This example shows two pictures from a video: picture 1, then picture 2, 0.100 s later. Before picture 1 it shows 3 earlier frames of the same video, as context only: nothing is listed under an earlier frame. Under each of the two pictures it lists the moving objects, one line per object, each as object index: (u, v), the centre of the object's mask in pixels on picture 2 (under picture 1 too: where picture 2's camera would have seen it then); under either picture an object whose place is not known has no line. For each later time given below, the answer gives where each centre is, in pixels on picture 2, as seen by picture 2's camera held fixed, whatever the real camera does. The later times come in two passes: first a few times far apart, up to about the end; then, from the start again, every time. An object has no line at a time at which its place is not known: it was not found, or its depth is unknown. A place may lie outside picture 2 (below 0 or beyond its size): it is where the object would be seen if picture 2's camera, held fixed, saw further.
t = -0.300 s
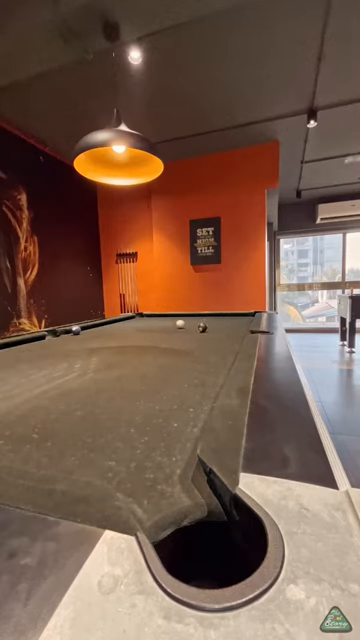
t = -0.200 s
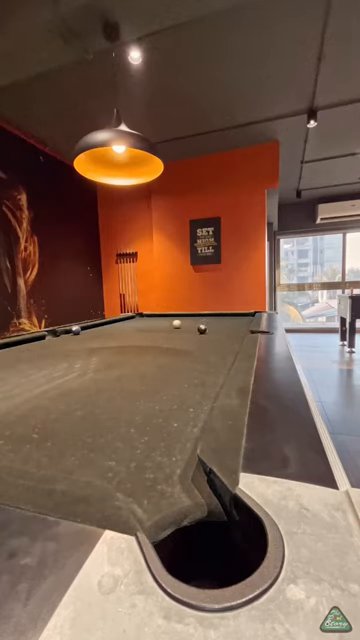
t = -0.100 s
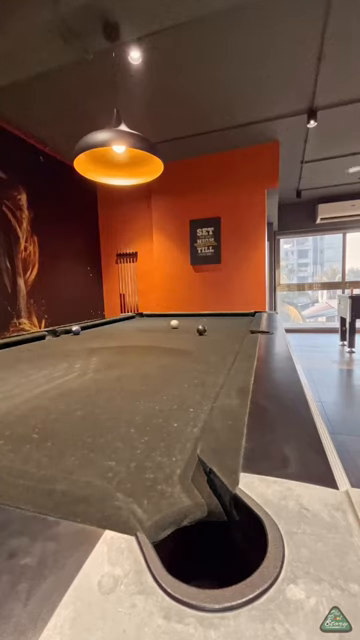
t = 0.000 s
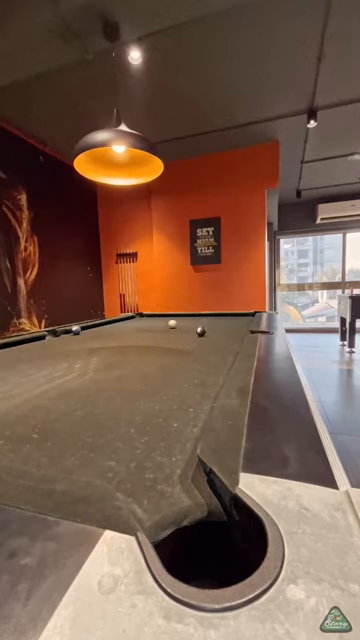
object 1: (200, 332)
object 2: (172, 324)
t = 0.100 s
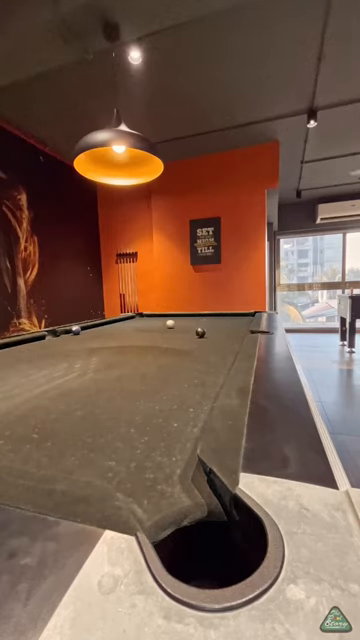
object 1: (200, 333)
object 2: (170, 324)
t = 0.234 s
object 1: (200, 335)
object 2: (167, 324)
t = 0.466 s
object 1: (198, 338)
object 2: (163, 324)
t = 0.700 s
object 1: (197, 342)
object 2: (159, 324)
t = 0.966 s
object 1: (196, 347)
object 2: (155, 324)
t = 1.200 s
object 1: (195, 353)
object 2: (152, 324)
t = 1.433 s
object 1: (194, 360)
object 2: (149, 324)
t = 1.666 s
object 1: (193, 368)
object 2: (147, 324)
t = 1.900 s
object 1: (192, 378)
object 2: (145, 323)
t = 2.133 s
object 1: (191, 390)
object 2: (144, 323)
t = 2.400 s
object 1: (189, 408)
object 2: (142, 323)
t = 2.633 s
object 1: (187, 431)
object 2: (142, 323)
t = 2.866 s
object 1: (171, 457)
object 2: (141, 324)
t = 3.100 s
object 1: (144, 494)
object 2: (141, 324)
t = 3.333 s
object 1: (175, 494)
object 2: (141, 324)
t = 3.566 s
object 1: (202, 521)
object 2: (141, 324)
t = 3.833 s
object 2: (142, 324)
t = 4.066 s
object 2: (142, 324)
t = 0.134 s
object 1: (200, 333)
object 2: (169, 324)
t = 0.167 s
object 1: (200, 334)
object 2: (168, 324)
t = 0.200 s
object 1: (200, 334)
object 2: (168, 324)
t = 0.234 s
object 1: (200, 335)
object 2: (167, 324)
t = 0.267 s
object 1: (199, 335)
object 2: (167, 324)
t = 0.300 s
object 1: (199, 335)
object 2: (166, 324)
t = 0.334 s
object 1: (199, 336)
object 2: (166, 324)
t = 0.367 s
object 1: (198, 336)
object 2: (165, 324)
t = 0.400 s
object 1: (199, 337)
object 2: (164, 324)
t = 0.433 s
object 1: (198, 337)
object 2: (164, 324)
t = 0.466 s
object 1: (198, 338)
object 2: (163, 324)
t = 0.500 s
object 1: (198, 338)
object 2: (163, 324)
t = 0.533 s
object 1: (198, 339)
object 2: (162, 324)
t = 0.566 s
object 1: (198, 339)
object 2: (161, 324)
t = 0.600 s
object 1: (198, 340)
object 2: (161, 324)
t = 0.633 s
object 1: (198, 341)
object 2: (160, 324)
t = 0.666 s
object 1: (198, 341)
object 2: (160, 324)
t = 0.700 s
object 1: (197, 342)
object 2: (159, 324)
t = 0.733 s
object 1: (197, 342)
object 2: (159, 324)
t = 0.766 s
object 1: (197, 343)
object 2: (158, 324)
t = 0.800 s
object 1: (197, 344)
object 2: (157, 324)
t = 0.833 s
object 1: (197, 345)
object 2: (157, 324)
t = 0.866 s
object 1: (197, 345)
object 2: (156, 324)
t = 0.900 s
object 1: (196, 346)
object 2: (156, 324)
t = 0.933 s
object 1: (196, 346)
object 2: (156, 324)
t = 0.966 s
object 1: (196, 347)
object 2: (155, 324)
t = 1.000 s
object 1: (196, 348)
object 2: (155, 324)
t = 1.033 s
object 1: (196, 349)
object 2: (154, 324)
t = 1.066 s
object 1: (196, 350)
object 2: (154, 324)
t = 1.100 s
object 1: (195, 351)
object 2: (153, 324)
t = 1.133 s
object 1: (195, 351)
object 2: (153, 324)
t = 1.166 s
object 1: (195, 352)
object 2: (153, 324)
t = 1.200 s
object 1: (195, 353)
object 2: (152, 324)
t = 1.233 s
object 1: (195, 354)
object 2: (152, 324)
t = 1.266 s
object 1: (195, 355)
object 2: (151, 324)
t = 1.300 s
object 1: (195, 356)
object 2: (151, 324)
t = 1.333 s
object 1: (195, 357)
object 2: (150, 324)
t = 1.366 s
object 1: (195, 358)
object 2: (150, 324)
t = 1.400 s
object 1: (194, 359)
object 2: (150, 324)
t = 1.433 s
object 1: (194, 360)
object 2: (149, 324)
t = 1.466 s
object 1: (194, 361)
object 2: (149, 324)
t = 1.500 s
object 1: (194, 362)
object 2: (149, 324)
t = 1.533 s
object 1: (194, 363)
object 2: (148, 324)
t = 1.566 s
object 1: (193, 364)
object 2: (148, 324)
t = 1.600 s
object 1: (193, 365)
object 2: (148, 323)
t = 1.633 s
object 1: (193, 367)
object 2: (147, 324)
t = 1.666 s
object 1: (193, 368)
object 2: (147, 324)
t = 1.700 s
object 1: (193, 369)
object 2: (147, 323)
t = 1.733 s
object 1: (193, 370)
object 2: (147, 323)
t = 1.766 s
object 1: (193, 371)
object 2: (146, 323)
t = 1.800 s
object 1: (192, 373)
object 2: (146, 324)
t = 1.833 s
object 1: (192, 375)
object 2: (146, 323)
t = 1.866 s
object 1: (192, 376)
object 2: (145, 323)
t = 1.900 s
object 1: (192, 378)
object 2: (145, 323)
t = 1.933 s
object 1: (192, 379)
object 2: (145, 323)
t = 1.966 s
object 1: (192, 380)
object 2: (145, 323)
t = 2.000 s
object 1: (192, 382)
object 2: (144, 323)
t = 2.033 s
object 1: (191, 384)
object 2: (144, 323)
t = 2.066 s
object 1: (191, 386)
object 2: (144, 323)
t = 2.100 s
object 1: (191, 388)
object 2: (144, 323)
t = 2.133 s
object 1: (191, 390)
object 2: (144, 323)
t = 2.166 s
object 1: (191, 391)
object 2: (144, 323)
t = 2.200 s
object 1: (191, 394)
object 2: (143, 323)
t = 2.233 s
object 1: (191, 396)
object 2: (143, 323)
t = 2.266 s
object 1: (190, 398)
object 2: (143, 323)
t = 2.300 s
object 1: (190, 401)
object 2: (143, 323)
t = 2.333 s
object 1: (190, 403)
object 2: (143, 323)
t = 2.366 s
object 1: (190, 406)
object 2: (143, 323)
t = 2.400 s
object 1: (189, 408)
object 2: (142, 323)
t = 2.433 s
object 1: (189, 411)
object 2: (142, 323)
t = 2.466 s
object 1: (189, 414)
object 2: (142, 323)
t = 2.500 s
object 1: (189, 418)
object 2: (142, 323)
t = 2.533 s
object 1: (189, 421)
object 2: (142, 323)
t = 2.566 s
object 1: (189, 425)
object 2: (142, 323)
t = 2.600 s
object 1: (188, 428)
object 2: (142, 323)
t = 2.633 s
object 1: (187, 431)
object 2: (142, 323)
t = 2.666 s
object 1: (187, 435)
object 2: (142, 323)
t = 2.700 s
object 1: (186, 437)
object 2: (142, 323)
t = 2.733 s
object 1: (183, 441)
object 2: (142, 324)
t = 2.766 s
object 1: (180, 446)
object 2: (142, 324)
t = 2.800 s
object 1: (178, 450)
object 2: (142, 324)
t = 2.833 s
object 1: (174, 453)
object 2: (141, 324)
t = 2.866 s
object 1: (171, 457)
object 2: (141, 324)
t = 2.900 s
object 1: (168, 462)
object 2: (141, 324)
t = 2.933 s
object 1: (164, 466)
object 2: (141, 324)
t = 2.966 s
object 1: (160, 471)
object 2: (141, 324)
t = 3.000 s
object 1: (156, 475)
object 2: (141, 324)
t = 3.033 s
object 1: (152, 481)
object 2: (141, 324)
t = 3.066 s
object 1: (147, 486)
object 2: (141, 324)
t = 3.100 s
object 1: (144, 494)
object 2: (141, 324)
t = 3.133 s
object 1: (147, 494)
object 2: (141, 324)
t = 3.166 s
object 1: (151, 495)
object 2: (141, 324)
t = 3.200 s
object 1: (156, 495)
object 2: (141, 324)
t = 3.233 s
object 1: (160, 494)
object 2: (141, 324)
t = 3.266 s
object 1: (165, 494)
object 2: (141, 324)
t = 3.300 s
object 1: (170, 494)
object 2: (141, 324)
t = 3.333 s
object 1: (175, 494)
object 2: (141, 324)
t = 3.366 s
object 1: (179, 493)
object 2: (141, 324)
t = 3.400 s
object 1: (184, 494)
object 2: (141, 324)
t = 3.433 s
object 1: (189, 497)
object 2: (141, 324)
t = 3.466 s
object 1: (194, 498)
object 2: (141, 324)
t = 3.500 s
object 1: (200, 504)
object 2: (141, 324)
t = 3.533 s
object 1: (202, 513)
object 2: (141, 324)
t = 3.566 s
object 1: (202, 521)
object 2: (141, 324)
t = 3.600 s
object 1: (203, 540)
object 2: (141, 324)
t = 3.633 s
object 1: (206, 556)
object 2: (141, 324)
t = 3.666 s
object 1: (207, 569)
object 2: (141, 324)
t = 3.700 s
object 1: (207, 581)
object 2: (141, 324)
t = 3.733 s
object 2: (142, 324)
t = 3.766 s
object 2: (142, 324)
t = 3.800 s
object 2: (142, 324)
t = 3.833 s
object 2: (142, 324)
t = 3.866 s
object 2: (142, 324)
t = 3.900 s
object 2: (142, 324)
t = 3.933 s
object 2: (142, 324)
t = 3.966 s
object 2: (142, 324)
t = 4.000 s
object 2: (142, 324)
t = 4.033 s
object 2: (142, 324)
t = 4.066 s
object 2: (142, 324)
